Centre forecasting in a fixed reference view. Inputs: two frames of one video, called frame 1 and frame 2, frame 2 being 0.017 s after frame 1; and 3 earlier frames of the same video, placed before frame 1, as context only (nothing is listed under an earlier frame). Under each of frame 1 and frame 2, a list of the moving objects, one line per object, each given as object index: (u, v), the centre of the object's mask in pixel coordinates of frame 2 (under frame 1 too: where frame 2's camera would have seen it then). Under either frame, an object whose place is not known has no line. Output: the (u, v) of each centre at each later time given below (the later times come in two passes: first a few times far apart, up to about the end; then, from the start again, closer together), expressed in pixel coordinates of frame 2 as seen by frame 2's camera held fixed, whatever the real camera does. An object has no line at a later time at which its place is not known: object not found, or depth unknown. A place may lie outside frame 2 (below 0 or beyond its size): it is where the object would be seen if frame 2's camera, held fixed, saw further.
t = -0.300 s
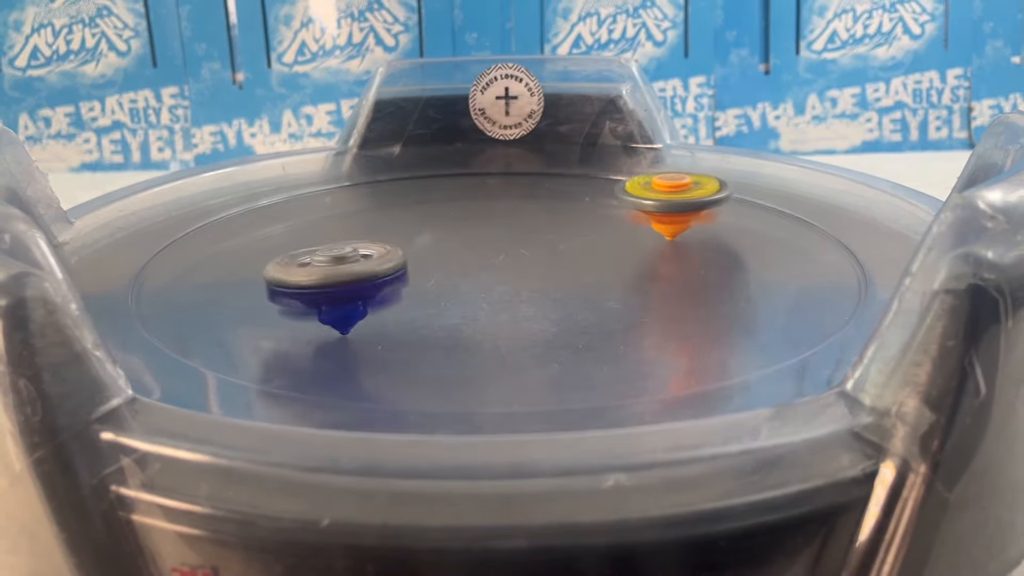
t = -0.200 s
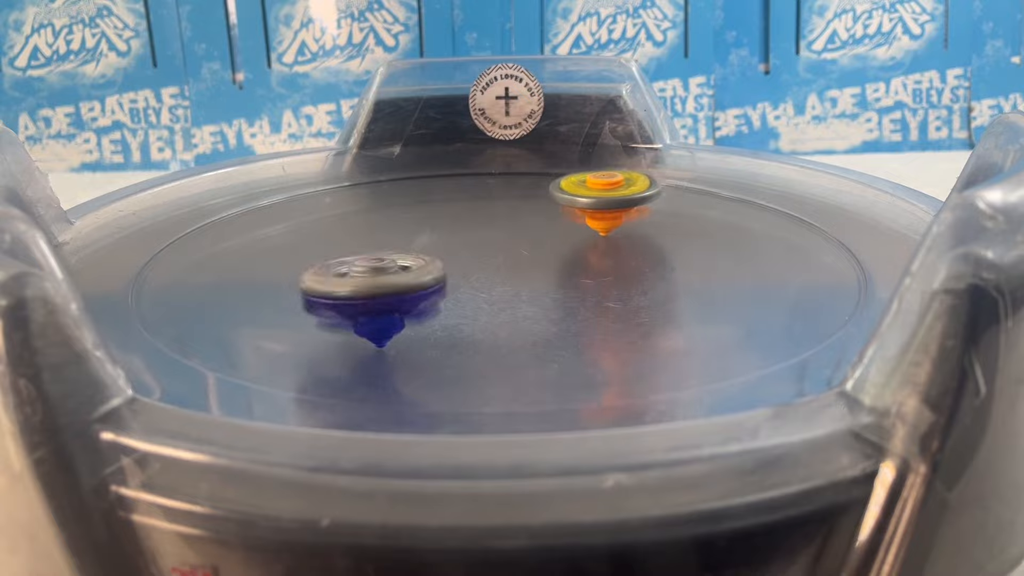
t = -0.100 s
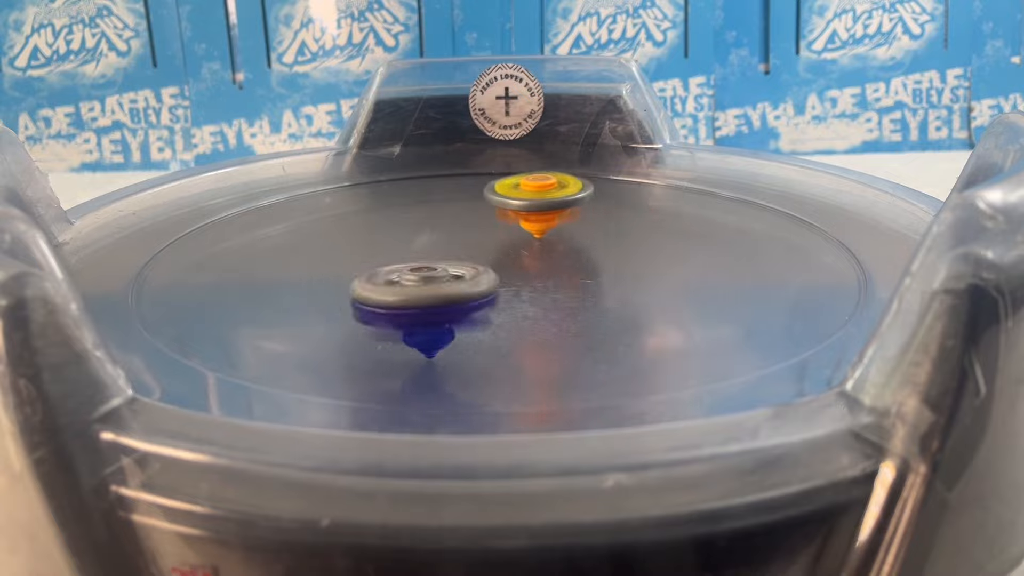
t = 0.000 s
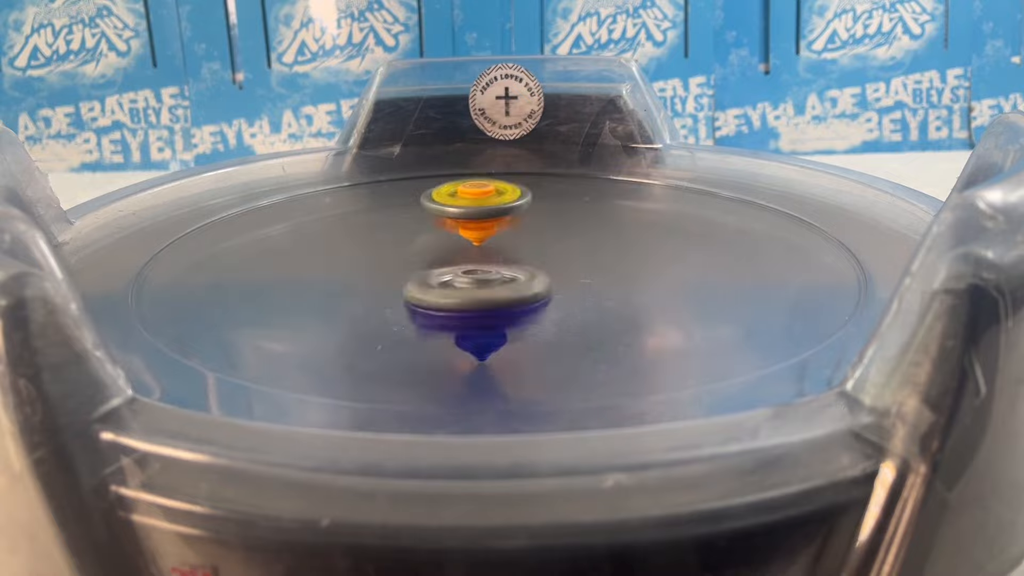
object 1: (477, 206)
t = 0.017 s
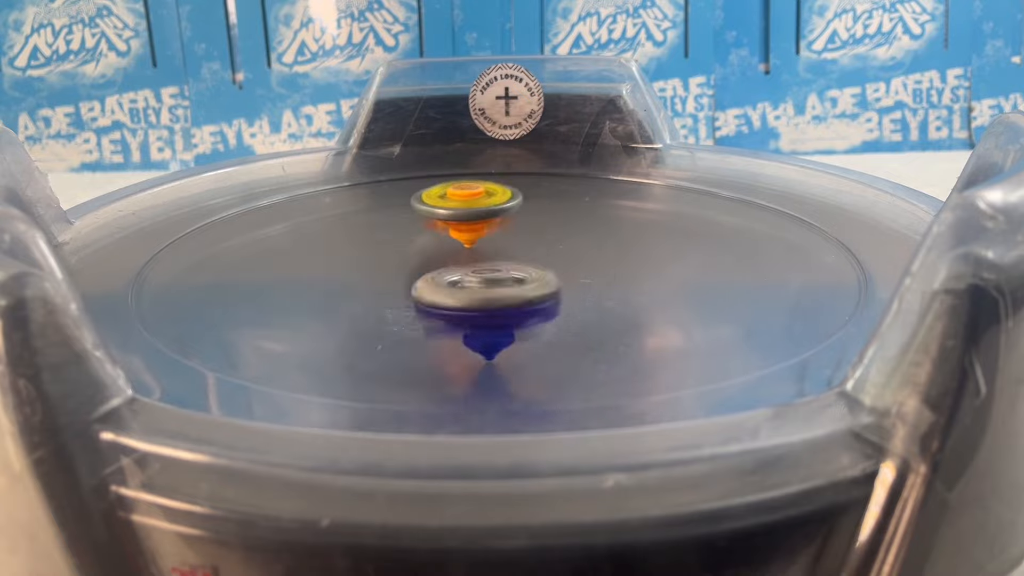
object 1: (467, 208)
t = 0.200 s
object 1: (382, 236)
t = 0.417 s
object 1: (371, 281)
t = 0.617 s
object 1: (469, 303)
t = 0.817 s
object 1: (588, 292)
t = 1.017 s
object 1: (619, 264)
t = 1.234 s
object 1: (612, 226)
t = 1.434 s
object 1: (594, 188)
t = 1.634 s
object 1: (486, 195)
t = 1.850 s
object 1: (406, 226)
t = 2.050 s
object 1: (221, 200)
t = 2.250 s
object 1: (175, 236)
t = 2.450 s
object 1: (246, 287)
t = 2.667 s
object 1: (440, 315)
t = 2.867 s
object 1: (603, 303)
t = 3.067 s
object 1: (679, 267)
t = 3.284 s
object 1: (644, 234)
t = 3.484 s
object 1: (562, 222)
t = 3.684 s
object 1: (477, 223)
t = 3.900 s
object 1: (427, 111)
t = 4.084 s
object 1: (427, 199)
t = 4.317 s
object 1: (468, 284)
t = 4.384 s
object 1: (467, 269)
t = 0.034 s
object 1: (458, 210)
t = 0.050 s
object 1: (448, 212)
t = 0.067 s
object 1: (439, 214)
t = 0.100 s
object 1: (423, 219)
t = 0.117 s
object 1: (416, 222)
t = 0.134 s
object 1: (408, 224)
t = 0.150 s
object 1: (402, 227)
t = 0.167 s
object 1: (394, 230)
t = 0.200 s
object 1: (382, 236)
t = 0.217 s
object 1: (378, 239)
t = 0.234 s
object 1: (374, 243)
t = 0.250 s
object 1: (371, 246)
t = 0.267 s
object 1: (368, 250)
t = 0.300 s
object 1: (362, 256)
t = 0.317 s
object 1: (360, 260)
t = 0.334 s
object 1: (360, 263)
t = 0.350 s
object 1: (360, 267)
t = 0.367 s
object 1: (361, 270)
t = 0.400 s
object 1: (367, 277)
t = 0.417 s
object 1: (371, 281)
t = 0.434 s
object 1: (376, 283)
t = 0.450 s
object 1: (381, 286)
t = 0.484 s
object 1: (395, 291)
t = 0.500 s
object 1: (402, 293)
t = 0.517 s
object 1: (410, 295)
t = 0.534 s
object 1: (419, 298)
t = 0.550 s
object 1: (426, 299)
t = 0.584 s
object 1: (447, 302)
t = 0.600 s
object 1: (457, 303)
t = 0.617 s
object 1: (469, 303)
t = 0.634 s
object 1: (480, 304)
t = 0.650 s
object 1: (491, 303)
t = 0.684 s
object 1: (513, 303)
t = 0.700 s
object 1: (525, 302)
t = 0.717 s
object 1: (535, 302)
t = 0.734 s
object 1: (545, 301)
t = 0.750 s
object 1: (554, 299)
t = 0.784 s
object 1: (573, 296)
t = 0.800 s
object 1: (580, 294)
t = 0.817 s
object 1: (588, 292)
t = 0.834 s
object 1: (594, 291)
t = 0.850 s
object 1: (600, 288)
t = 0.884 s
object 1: (609, 284)
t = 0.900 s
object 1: (614, 281)
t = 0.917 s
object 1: (617, 278)
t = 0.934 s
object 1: (619, 276)
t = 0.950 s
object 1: (621, 273)
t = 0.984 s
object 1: (621, 268)
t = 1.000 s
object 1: (620, 266)
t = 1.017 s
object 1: (619, 264)
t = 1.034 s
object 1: (617, 261)
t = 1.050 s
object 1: (615, 260)
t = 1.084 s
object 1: (609, 255)
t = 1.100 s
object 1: (605, 253)
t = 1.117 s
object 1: (600, 251)
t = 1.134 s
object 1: (595, 250)
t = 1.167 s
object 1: (585, 247)
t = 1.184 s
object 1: (581, 245)
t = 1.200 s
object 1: (586, 239)
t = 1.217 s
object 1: (600, 231)
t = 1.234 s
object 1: (612, 226)
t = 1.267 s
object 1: (628, 212)
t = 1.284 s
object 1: (633, 207)
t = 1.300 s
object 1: (635, 202)
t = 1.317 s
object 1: (636, 199)
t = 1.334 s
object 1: (634, 196)
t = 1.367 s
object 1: (625, 192)
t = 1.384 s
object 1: (618, 191)
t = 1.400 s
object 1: (611, 190)
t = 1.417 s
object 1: (602, 189)
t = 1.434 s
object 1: (594, 188)
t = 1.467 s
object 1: (576, 188)
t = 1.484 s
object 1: (566, 188)
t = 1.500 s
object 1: (557, 187)
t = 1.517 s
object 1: (548, 188)
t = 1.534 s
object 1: (539, 188)
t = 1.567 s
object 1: (521, 190)
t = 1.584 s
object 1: (511, 191)
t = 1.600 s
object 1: (504, 191)
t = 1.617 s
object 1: (495, 193)
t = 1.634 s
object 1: (486, 195)
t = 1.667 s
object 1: (470, 198)
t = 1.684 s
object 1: (463, 200)
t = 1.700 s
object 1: (456, 201)
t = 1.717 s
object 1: (448, 204)
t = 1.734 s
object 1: (441, 206)
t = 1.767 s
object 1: (430, 211)
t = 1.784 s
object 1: (425, 213)
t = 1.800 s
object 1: (419, 217)
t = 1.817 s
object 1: (414, 220)
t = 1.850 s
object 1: (406, 226)
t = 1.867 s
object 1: (403, 228)
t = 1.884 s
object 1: (400, 232)
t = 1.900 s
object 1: (398, 236)
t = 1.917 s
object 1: (386, 237)
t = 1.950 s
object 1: (327, 222)
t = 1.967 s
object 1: (302, 218)
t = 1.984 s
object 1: (282, 212)
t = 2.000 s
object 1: (264, 207)
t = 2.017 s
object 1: (247, 204)
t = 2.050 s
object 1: (221, 200)
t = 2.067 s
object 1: (211, 200)
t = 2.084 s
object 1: (202, 201)
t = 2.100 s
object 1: (195, 202)
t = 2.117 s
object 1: (191, 205)
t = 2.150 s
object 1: (183, 211)
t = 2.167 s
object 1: (181, 215)
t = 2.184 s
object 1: (178, 220)
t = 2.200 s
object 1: (176, 224)
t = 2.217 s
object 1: (173, 227)
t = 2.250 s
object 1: (175, 236)
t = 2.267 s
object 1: (176, 240)
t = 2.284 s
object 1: (179, 245)
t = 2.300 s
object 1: (184, 249)
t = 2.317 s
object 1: (187, 254)
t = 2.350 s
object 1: (197, 262)
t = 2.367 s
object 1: (203, 267)
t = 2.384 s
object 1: (210, 270)
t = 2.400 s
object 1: (217, 275)
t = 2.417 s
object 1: (226, 279)
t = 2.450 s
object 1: (246, 287)
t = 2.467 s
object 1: (258, 291)
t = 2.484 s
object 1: (270, 294)
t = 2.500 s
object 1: (283, 297)
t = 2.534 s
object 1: (312, 303)
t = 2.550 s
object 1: (327, 306)
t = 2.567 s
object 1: (342, 309)
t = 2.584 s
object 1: (358, 310)
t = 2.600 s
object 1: (375, 312)
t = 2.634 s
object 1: (406, 315)
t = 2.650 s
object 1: (423, 315)
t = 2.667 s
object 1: (440, 315)
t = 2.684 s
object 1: (454, 315)
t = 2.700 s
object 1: (469, 315)
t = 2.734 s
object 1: (498, 313)
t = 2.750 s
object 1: (510, 312)
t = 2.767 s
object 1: (523, 310)
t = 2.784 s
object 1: (535, 309)
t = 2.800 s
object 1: (547, 307)
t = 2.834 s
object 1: (575, 305)
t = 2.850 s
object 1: (590, 304)
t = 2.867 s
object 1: (603, 303)
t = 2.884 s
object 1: (614, 301)
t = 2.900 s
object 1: (624, 299)
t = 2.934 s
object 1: (641, 294)
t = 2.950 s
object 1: (649, 291)
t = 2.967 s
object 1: (656, 287)
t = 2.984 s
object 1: (662, 284)
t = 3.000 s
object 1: (666, 281)
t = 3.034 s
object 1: (673, 274)
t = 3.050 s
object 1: (676, 271)
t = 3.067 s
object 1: (679, 267)
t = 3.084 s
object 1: (679, 264)
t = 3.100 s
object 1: (679, 261)
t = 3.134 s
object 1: (677, 256)
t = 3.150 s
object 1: (676, 253)
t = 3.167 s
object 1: (674, 250)
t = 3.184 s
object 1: (670, 247)
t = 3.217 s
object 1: (663, 242)
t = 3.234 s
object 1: (659, 240)
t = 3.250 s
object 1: (655, 237)
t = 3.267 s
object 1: (649, 236)
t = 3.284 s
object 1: (644, 234)
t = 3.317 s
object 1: (633, 231)
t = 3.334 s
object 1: (627, 230)
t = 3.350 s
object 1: (620, 228)
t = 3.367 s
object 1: (613, 227)
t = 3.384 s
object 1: (607, 226)
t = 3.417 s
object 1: (592, 223)
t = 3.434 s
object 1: (585, 222)
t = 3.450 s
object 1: (577, 222)
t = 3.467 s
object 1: (569, 222)
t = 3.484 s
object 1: (562, 222)
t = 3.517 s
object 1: (546, 221)
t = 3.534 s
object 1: (539, 221)
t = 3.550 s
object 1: (532, 222)
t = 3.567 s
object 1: (525, 222)
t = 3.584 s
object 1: (518, 222)
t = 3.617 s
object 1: (504, 222)
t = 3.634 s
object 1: (497, 222)
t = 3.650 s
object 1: (490, 222)
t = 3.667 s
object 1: (484, 222)
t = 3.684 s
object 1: (477, 223)
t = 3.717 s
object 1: (465, 224)
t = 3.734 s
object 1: (459, 226)
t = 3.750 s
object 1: (455, 219)
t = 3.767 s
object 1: (448, 205)
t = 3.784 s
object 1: (445, 188)
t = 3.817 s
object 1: (437, 158)
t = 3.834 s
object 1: (433, 146)
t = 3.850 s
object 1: (429, 130)
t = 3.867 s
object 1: (429, 118)
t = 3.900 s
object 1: (427, 111)
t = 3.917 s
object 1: (426, 117)
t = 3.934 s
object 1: (425, 128)
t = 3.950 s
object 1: (426, 146)
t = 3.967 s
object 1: (426, 152)
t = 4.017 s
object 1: (425, 172)
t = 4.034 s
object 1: (426, 175)
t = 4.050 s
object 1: (426, 183)
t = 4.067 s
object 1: (427, 192)
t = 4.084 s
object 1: (427, 199)
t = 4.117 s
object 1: (431, 216)
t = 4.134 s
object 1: (433, 223)
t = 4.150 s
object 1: (434, 231)
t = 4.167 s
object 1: (437, 240)
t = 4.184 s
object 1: (438, 247)
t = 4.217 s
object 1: (444, 258)
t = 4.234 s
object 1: (447, 266)
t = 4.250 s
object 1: (451, 271)
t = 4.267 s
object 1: (457, 275)
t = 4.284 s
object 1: (461, 278)
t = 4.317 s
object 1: (468, 284)
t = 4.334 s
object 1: (474, 285)
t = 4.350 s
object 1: (477, 285)
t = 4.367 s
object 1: (475, 277)
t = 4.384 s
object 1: (467, 269)
